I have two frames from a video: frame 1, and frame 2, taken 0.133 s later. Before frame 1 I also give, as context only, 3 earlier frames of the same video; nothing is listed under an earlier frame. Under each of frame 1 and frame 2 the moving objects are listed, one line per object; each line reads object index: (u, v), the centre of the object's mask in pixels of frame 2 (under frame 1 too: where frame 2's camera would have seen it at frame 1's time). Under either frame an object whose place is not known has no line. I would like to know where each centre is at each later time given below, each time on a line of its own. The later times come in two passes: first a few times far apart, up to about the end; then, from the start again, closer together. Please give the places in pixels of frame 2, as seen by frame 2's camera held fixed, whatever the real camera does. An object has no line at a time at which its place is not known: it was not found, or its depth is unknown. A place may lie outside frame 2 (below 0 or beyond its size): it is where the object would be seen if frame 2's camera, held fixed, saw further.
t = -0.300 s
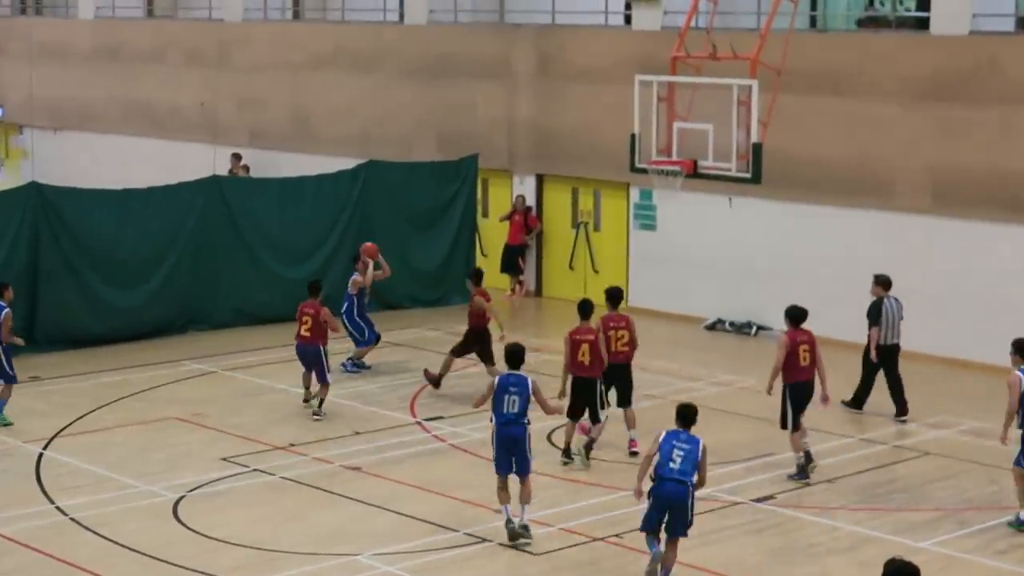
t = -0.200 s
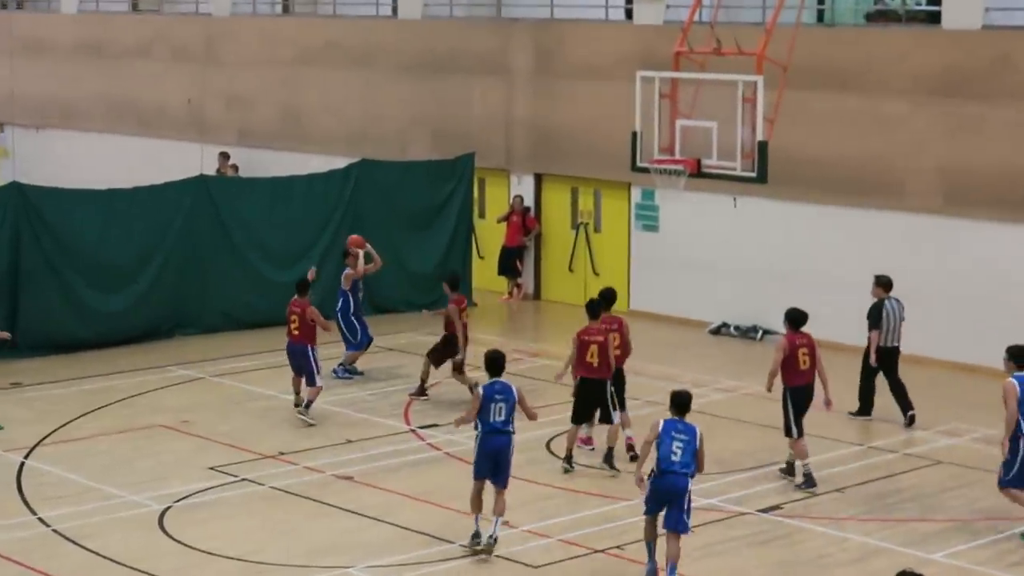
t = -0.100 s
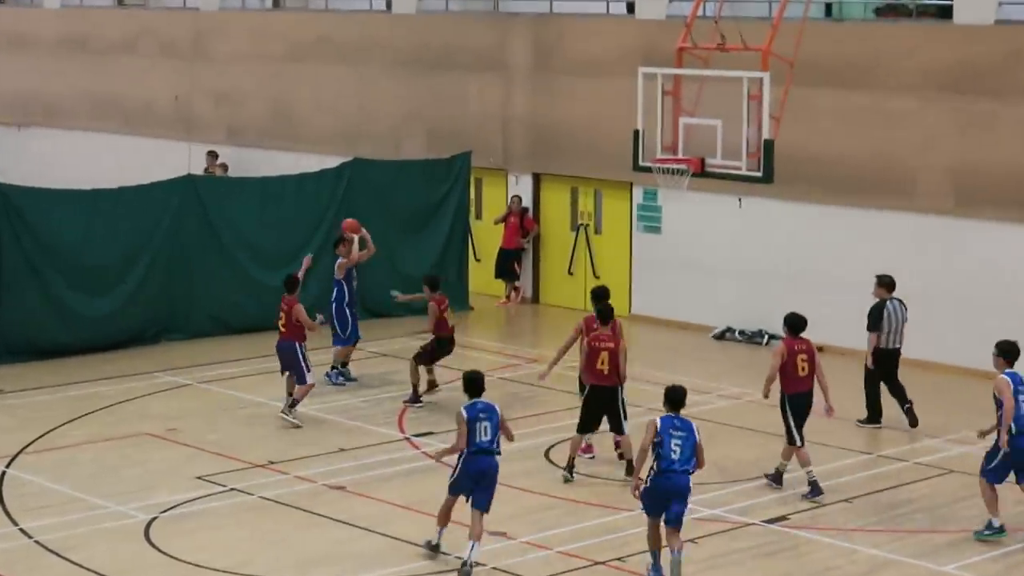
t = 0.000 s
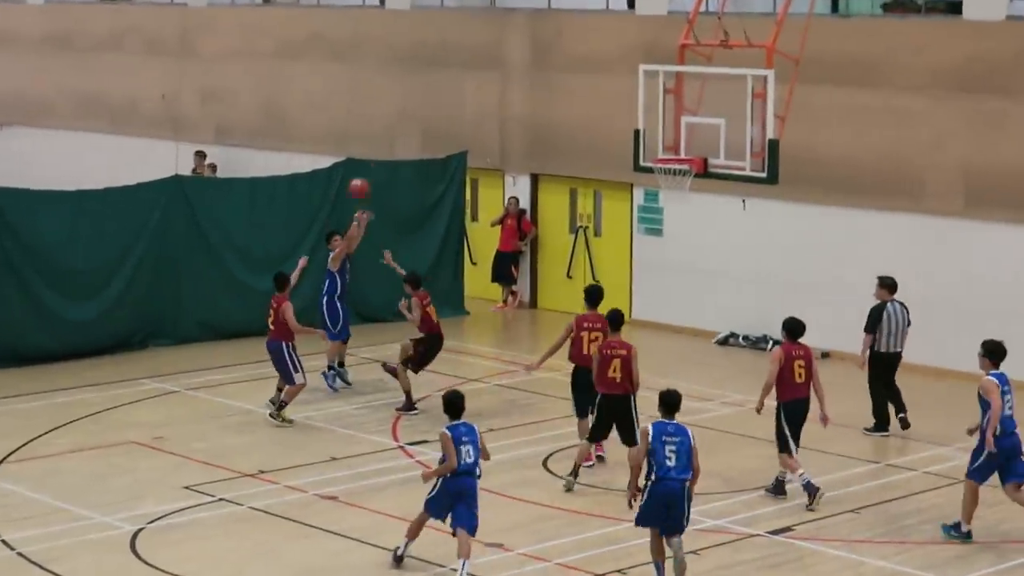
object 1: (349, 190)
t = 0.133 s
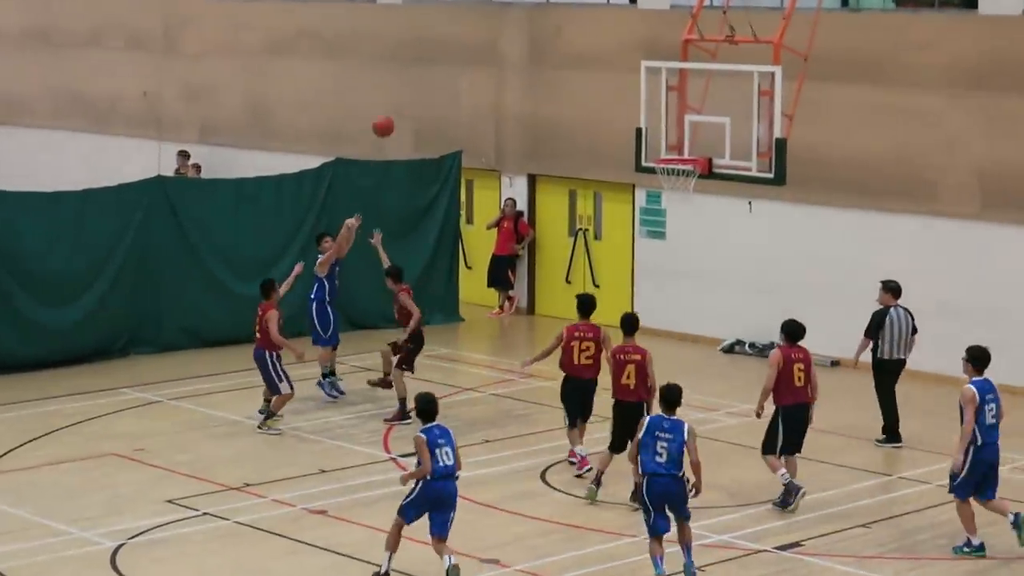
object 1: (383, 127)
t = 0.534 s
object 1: (489, 20)
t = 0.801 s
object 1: (565, 32)
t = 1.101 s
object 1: (653, 134)
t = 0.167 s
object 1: (391, 113)
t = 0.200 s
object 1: (400, 100)
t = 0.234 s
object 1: (409, 88)
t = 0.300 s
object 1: (426, 66)
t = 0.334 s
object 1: (435, 56)
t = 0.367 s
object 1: (443, 46)
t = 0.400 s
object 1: (453, 39)
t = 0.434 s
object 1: (461, 32)
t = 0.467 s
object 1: (471, 28)
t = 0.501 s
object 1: (480, 24)
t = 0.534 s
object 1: (489, 20)
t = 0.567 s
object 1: (499, 18)
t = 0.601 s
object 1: (508, 16)
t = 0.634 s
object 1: (518, 16)
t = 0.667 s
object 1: (527, 16)
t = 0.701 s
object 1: (537, 19)
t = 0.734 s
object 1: (546, 22)
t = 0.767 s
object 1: (556, 27)
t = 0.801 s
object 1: (565, 32)
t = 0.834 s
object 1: (575, 39)
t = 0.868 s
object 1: (585, 47)
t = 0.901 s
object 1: (595, 54)
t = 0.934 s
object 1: (605, 66)
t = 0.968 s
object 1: (614, 78)
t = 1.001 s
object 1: (624, 90)
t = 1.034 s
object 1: (634, 104)
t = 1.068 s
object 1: (644, 118)
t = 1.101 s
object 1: (653, 134)
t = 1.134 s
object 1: (664, 148)
